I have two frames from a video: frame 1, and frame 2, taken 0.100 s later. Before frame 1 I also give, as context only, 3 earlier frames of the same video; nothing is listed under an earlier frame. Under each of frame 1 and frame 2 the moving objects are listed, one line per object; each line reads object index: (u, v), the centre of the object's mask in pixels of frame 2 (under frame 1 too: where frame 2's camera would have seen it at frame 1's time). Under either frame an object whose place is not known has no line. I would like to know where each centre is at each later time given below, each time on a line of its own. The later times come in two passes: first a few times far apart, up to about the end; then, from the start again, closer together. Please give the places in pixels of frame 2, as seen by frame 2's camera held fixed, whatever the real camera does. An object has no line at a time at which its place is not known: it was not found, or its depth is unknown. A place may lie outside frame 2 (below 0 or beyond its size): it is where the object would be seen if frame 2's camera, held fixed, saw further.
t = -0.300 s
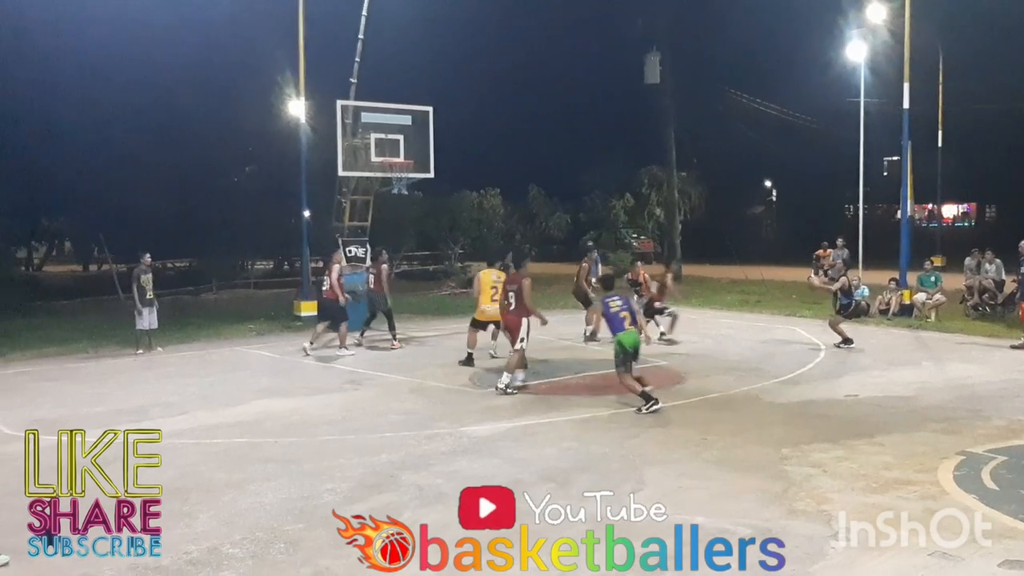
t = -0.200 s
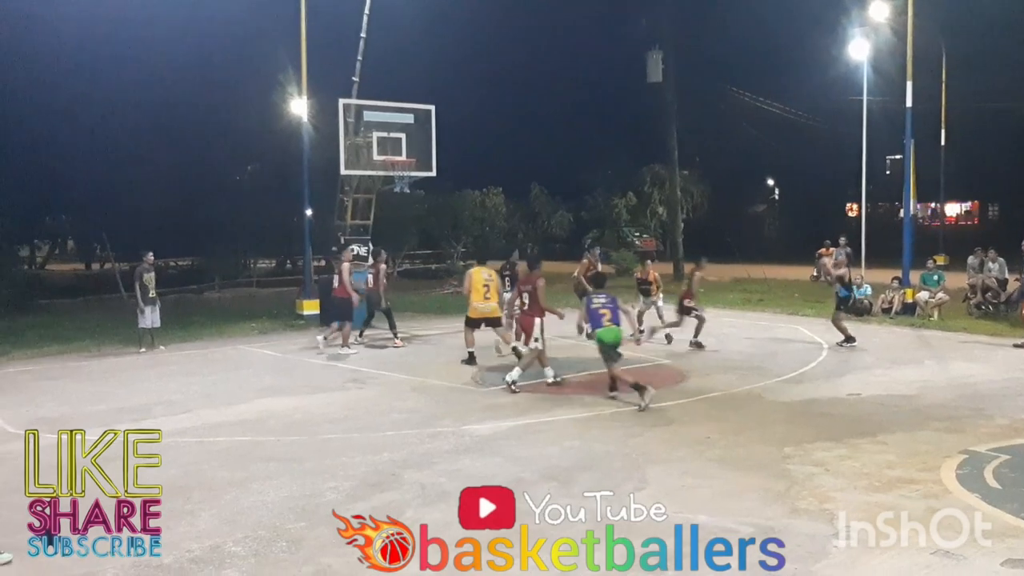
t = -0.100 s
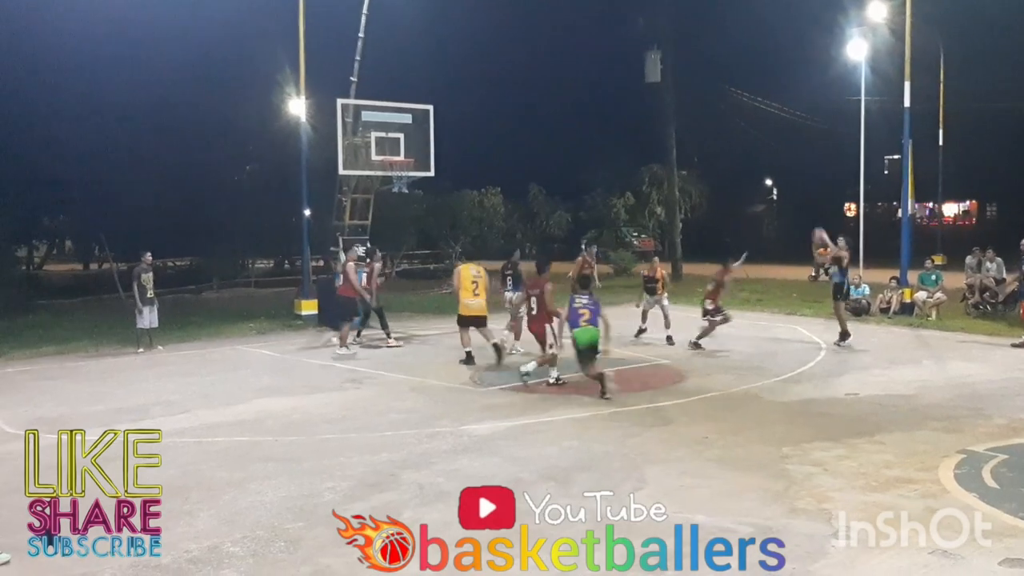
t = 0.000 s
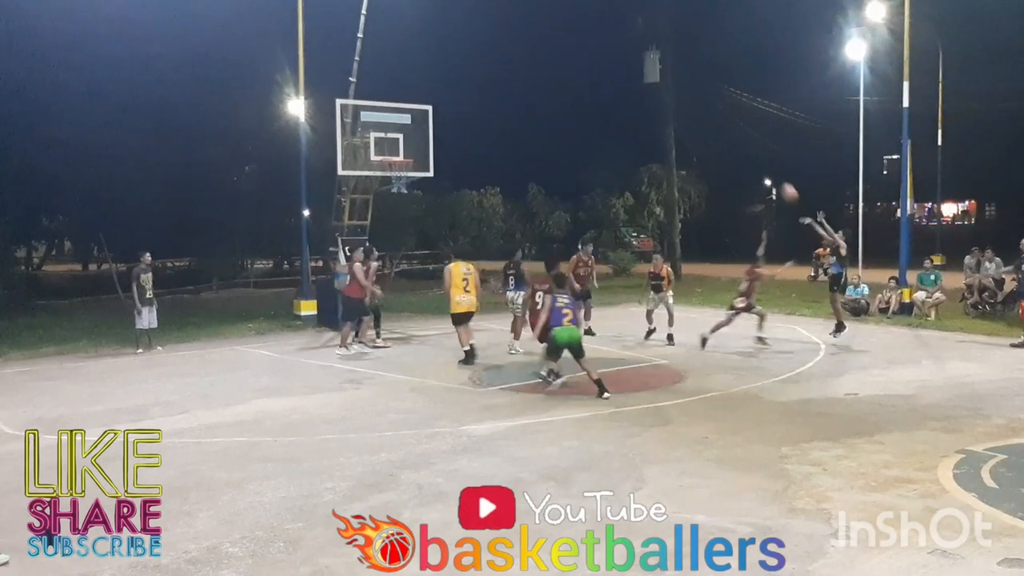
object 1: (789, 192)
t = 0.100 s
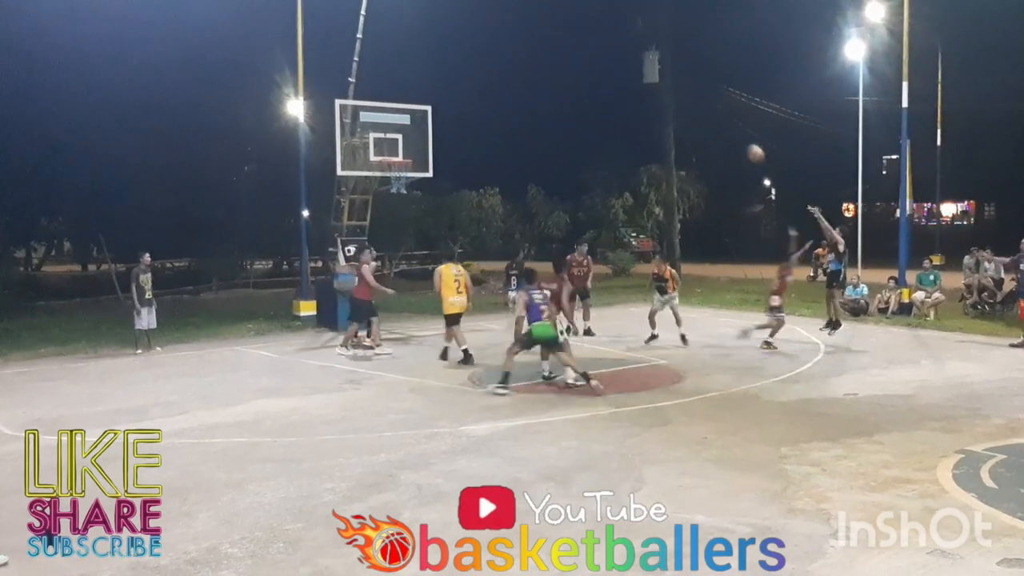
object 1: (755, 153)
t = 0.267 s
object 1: (702, 101)
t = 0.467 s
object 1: (639, 61)
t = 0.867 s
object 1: (522, 54)
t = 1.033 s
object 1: (475, 78)
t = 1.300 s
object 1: (407, 144)
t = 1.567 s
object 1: (405, 134)
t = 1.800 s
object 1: (427, 134)
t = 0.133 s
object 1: (744, 141)
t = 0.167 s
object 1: (733, 130)
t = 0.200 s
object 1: (723, 120)
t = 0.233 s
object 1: (712, 110)
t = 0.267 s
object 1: (702, 101)
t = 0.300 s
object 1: (691, 93)
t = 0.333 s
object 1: (681, 85)
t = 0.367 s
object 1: (671, 78)
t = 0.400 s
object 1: (661, 72)
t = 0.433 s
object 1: (650, 65)
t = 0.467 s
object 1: (639, 61)
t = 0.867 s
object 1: (522, 54)
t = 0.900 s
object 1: (512, 58)
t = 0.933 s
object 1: (503, 62)
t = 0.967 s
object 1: (493, 67)
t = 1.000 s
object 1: (484, 72)
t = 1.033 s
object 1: (475, 78)
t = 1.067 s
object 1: (466, 85)
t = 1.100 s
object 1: (457, 92)
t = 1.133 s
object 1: (448, 100)
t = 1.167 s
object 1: (442, 107)
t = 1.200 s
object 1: (433, 116)
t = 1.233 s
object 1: (422, 125)
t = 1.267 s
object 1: (415, 135)
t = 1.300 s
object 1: (407, 144)
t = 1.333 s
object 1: (399, 154)
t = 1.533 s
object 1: (403, 136)
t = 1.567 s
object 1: (405, 134)
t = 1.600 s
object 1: (408, 132)
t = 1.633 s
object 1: (410, 130)
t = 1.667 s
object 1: (414, 129)
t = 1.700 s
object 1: (418, 129)
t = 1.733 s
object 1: (420, 130)
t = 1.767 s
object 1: (424, 131)
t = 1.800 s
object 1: (427, 134)
